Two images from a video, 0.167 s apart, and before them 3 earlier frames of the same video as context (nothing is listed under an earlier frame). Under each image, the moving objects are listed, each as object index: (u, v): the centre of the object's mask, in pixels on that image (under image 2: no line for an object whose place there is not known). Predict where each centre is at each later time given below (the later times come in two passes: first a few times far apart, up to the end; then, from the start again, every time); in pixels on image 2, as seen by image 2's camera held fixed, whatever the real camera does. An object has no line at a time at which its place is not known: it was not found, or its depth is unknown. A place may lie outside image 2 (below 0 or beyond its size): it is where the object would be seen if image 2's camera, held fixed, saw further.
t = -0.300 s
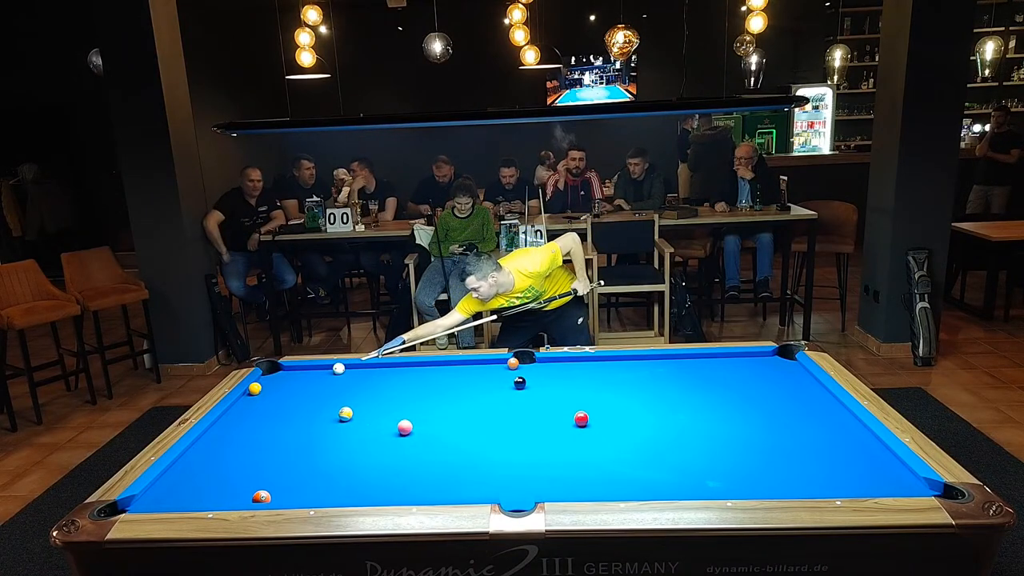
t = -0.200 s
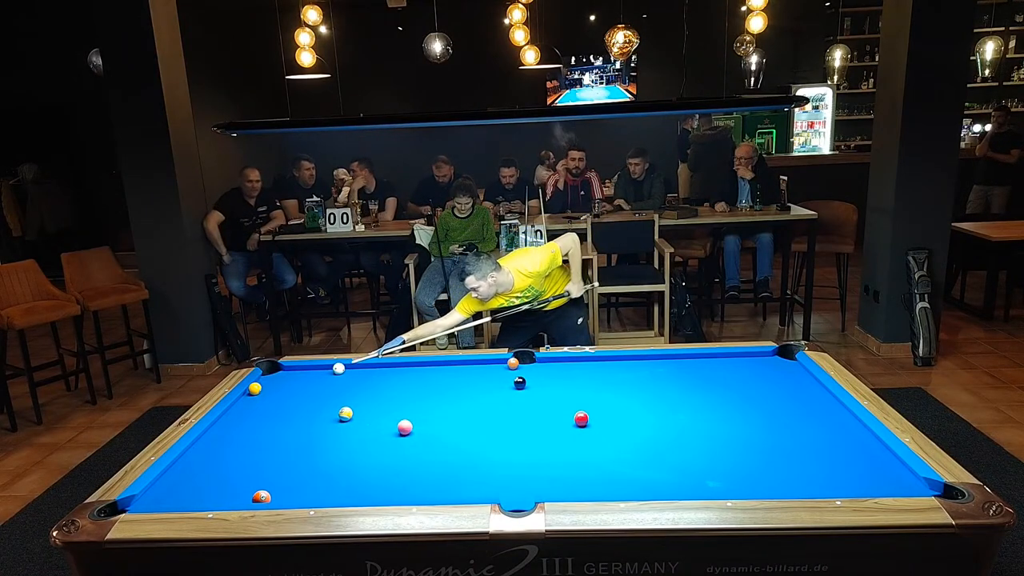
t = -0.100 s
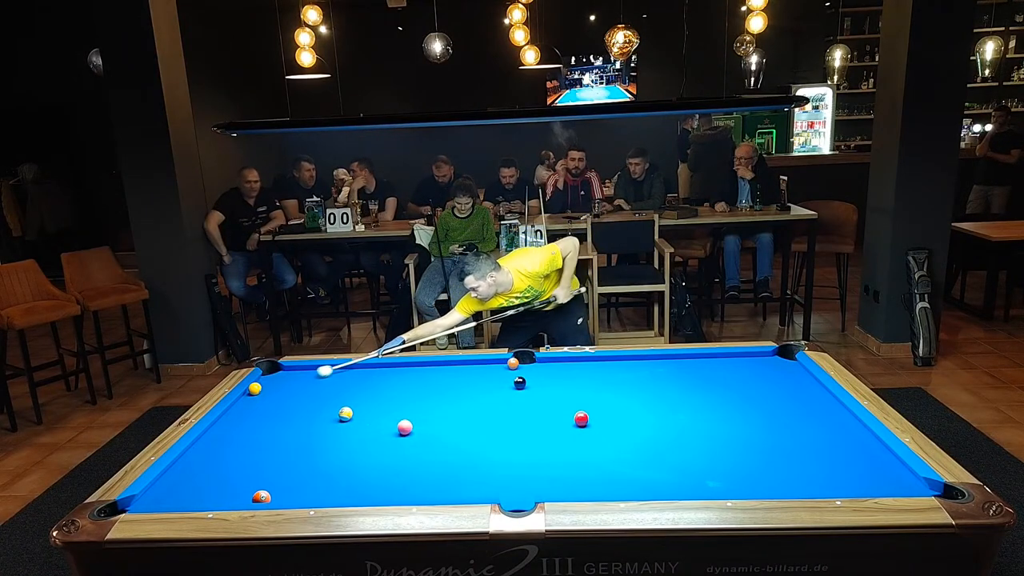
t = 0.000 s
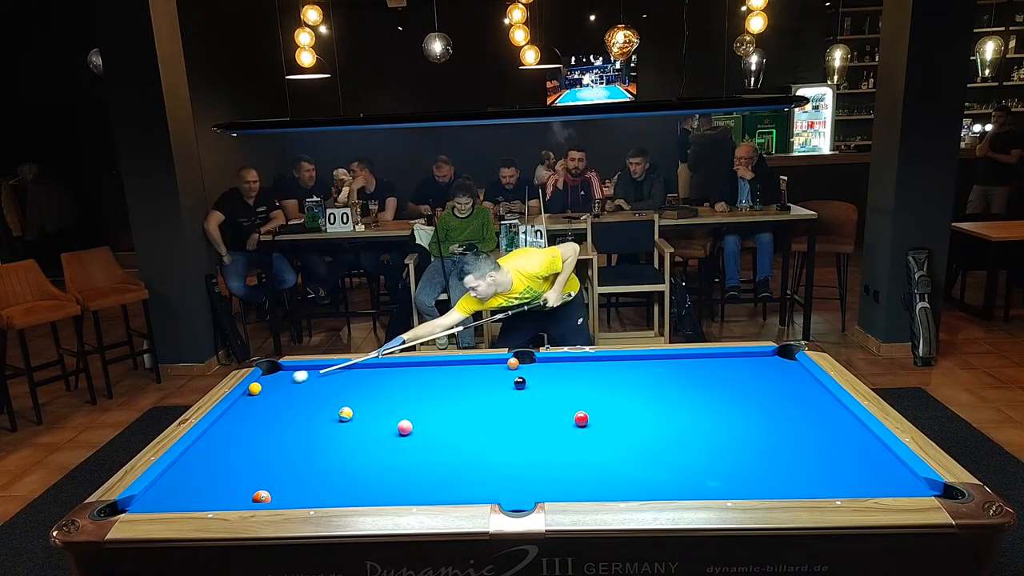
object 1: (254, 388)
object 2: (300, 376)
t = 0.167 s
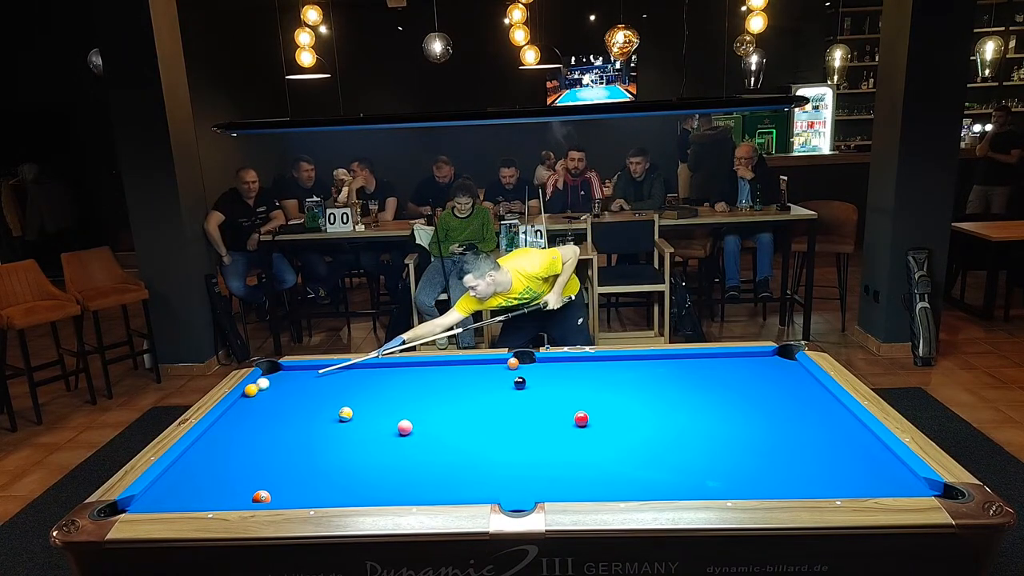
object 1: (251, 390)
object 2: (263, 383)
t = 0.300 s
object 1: (252, 395)
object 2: (265, 382)
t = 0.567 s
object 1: (257, 404)
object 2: (283, 379)
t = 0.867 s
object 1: (263, 414)
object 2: (301, 376)
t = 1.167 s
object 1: (268, 424)
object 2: (318, 374)
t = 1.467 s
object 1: (273, 435)
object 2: (332, 371)
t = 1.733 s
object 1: (278, 444)
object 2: (344, 369)
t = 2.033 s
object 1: (283, 454)
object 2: (356, 368)
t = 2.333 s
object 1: (288, 464)
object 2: (365, 366)
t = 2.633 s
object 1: (293, 474)
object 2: (372, 366)
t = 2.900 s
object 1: (297, 483)
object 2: (376, 367)
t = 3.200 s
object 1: (301, 492)
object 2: (379, 367)
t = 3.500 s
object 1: (307, 496)
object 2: (381, 368)
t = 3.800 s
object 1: (314, 494)
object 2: (382, 368)
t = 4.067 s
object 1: (319, 491)
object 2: (382, 368)
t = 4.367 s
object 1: (323, 490)
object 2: (382, 368)
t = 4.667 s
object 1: (325, 488)
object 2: (382, 368)
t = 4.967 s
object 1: (326, 488)
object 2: (382, 368)
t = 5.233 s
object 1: (326, 488)
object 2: (382, 368)
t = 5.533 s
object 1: (326, 488)
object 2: (382, 368)
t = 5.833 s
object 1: (326, 488)
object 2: (382, 368)
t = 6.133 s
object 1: (325, 488)
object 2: (382, 368)
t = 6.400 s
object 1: (326, 488)
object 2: (382, 368)
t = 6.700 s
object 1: (326, 488)
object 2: (382, 368)
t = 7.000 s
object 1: (326, 488)
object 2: (382, 368)
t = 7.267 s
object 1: (325, 488)
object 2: (382, 368)
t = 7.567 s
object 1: (325, 488)
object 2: (382, 368)
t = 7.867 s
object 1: (326, 488)
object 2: (382, 368)
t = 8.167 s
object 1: (326, 488)
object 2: (382, 368)
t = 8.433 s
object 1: (325, 488)
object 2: (382, 368)
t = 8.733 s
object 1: (325, 488)
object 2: (382, 368)
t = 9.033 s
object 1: (325, 488)
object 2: (382, 368)
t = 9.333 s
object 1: (325, 488)
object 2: (382, 368)
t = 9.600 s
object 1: (325, 488)
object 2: (382, 368)
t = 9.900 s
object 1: (325, 488)
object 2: (382, 368)
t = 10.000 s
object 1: (325, 488)
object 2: (382, 368)
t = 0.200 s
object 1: (250, 392)
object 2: (259, 383)
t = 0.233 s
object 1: (251, 393)
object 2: (259, 382)
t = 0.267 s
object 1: (252, 394)
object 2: (262, 382)
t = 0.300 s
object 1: (252, 395)
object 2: (265, 382)
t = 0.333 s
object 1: (253, 396)
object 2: (267, 381)
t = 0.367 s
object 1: (254, 397)
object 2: (270, 381)
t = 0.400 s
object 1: (254, 398)
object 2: (272, 381)
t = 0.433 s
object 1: (255, 400)
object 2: (274, 380)
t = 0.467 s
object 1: (256, 401)
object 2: (276, 380)
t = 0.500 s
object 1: (256, 402)
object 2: (279, 380)
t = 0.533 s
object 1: (257, 403)
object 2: (281, 379)
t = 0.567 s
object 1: (257, 404)
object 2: (283, 379)
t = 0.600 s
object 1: (258, 405)
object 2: (285, 379)
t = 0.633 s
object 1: (259, 406)
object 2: (287, 378)
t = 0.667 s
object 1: (259, 407)
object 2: (289, 378)
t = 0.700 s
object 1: (260, 408)
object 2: (291, 378)
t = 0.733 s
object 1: (260, 410)
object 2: (293, 377)
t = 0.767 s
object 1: (261, 411)
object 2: (295, 377)
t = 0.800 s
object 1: (261, 412)
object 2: (297, 377)
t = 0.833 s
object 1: (262, 413)
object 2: (299, 377)
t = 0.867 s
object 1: (263, 414)
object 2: (301, 376)
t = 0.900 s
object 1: (263, 415)
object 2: (303, 376)
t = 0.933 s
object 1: (264, 416)
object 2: (305, 376)
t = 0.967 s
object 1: (264, 417)
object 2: (307, 375)
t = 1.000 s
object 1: (265, 419)
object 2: (309, 375)
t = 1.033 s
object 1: (266, 420)
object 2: (311, 375)
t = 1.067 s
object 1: (266, 421)
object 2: (312, 375)
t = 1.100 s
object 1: (267, 422)
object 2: (314, 374)
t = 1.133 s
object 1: (267, 423)
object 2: (316, 374)
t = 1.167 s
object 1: (268, 424)
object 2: (318, 374)
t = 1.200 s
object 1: (269, 425)
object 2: (319, 373)
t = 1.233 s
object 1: (269, 427)
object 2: (321, 373)
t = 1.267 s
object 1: (270, 428)
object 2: (323, 373)
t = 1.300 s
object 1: (270, 429)
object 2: (324, 372)
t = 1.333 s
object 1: (271, 430)
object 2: (326, 372)
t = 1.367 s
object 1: (271, 431)
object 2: (328, 372)
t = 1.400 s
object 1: (272, 432)
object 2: (329, 372)
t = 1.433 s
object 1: (273, 434)
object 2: (331, 371)
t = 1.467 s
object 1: (273, 435)
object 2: (332, 371)
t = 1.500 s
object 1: (274, 436)
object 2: (334, 371)
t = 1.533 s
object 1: (275, 437)
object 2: (335, 371)
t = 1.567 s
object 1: (275, 438)
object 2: (337, 370)
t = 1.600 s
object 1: (276, 439)
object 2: (338, 370)
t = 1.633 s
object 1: (276, 440)
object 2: (340, 370)
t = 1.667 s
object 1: (277, 441)
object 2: (341, 370)
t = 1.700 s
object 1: (277, 443)
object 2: (343, 370)
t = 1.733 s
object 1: (278, 444)
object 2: (344, 369)
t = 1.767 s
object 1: (279, 445)
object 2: (345, 369)
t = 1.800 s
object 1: (279, 446)
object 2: (347, 369)
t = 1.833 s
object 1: (280, 447)
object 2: (348, 369)
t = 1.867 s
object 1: (280, 448)
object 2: (349, 369)
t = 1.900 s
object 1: (281, 449)
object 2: (351, 368)
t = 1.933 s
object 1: (282, 451)
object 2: (352, 368)
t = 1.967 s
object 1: (282, 452)
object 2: (353, 368)
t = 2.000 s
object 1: (283, 453)
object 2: (354, 368)
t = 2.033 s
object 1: (283, 454)
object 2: (356, 368)
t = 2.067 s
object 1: (284, 455)
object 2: (357, 367)
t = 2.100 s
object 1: (285, 456)
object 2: (358, 367)
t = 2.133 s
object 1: (285, 458)
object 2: (359, 367)
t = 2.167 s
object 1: (286, 459)
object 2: (360, 367)
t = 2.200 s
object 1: (286, 460)
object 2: (361, 367)
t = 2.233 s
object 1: (287, 461)
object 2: (362, 367)
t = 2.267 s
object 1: (287, 462)
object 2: (363, 366)
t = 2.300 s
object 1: (288, 463)
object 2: (364, 366)
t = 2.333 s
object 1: (288, 464)
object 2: (365, 366)
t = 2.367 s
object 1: (289, 465)
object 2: (367, 366)
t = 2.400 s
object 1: (290, 467)
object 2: (367, 366)
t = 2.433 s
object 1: (290, 468)
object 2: (368, 366)
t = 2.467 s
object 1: (291, 469)
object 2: (369, 366)
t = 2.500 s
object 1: (291, 470)
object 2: (369, 366)
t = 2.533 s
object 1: (292, 471)
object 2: (370, 366)
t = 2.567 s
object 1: (292, 472)
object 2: (370, 366)
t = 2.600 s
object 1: (293, 473)
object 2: (371, 366)
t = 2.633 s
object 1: (293, 474)
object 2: (372, 366)
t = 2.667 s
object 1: (294, 476)
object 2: (372, 366)
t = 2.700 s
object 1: (294, 476)
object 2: (373, 367)
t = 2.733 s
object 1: (295, 477)
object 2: (373, 367)
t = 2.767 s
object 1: (295, 479)
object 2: (374, 367)
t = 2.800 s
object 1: (296, 480)
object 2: (374, 367)
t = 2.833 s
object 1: (296, 481)
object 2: (375, 367)
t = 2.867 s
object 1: (297, 482)
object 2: (375, 367)
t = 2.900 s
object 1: (297, 483)
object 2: (376, 367)
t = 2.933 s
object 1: (298, 484)
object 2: (376, 367)
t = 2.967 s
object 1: (298, 485)
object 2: (376, 367)
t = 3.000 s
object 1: (298, 486)
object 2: (377, 367)
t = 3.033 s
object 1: (299, 487)
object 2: (377, 367)
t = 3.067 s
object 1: (299, 488)
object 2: (377, 367)
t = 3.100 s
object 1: (300, 489)
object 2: (378, 367)
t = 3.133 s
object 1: (300, 490)
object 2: (378, 367)
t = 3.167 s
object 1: (301, 491)
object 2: (378, 367)
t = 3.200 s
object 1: (301, 492)
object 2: (379, 367)
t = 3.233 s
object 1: (302, 492)
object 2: (379, 367)
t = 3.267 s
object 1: (303, 493)
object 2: (379, 367)
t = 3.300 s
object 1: (303, 493)
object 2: (379, 367)
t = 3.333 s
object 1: (304, 494)
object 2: (380, 368)
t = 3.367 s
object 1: (304, 495)
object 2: (380, 368)
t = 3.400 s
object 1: (305, 495)
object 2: (380, 368)
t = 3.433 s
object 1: (305, 496)
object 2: (380, 368)
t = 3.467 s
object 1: (306, 496)
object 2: (381, 368)
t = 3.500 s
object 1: (307, 496)
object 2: (381, 368)
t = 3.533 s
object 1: (308, 496)
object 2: (381, 368)
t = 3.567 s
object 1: (308, 495)
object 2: (381, 368)
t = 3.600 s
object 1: (309, 495)
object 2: (381, 368)
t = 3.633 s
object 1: (310, 495)
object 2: (381, 368)
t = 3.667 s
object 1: (311, 494)
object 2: (382, 368)
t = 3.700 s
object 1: (312, 494)
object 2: (382, 368)
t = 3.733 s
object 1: (312, 494)
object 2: (382, 368)
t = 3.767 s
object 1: (313, 494)
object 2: (382, 368)
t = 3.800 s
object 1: (314, 494)
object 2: (382, 368)
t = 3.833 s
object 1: (314, 493)
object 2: (382, 368)
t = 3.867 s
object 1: (315, 493)
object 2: (382, 368)
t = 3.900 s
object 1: (316, 493)
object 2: (382, 368)
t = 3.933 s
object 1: (316, 492)
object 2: (382, 368)
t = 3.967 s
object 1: (317, 492)
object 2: (382, 368)
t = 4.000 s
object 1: (318, 492)
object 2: (382, 368)
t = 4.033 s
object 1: (318, 492)
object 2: (382, 368)
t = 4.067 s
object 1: (319, 491)
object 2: (382, 368)
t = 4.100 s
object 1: (319, 491)
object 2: (382, 368)
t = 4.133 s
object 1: (320, 491)
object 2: (382, 368)
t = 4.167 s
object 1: (320, 491)
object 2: (382, 368)
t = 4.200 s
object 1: (321, 490)
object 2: (382, 368)
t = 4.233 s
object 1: (321, 490)
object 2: (382, 368)
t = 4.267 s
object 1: (321, 490)
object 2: (382, 368)
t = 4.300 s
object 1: (322, 490)
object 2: (382, 368)
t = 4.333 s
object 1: (322, 490)
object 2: (382, 368)
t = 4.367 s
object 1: (323, 490)
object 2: (382, 368)
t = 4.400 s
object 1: (323, 489)
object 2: (382, 368)
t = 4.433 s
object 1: (324, 489)
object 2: (382, 368)
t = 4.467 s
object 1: (324, 489)
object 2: (382, 368)
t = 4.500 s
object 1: (324, 488)
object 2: (382, 368)
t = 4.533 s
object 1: (324, 488)
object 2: (382, 368)
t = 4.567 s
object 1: (324, 488)
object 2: (382, 368)
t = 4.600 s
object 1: (325, 488)
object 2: (382, 368)
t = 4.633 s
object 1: (325, 488)
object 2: (382, 368)
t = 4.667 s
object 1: (325, 488)
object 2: (382, 368)
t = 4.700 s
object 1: (325, 488)
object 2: (382, 368)
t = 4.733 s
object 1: (325, 488)
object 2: (382, 368)
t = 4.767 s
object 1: (325, 488)
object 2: (382, 368)
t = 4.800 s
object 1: (325, 488)
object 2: (382, 368)
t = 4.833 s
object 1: (325, 488)
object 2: (382, 368)
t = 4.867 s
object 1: (325, 487)
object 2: (382, 368)
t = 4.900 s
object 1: (325, 487)
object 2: (382, 368)
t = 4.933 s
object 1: (325, 487)
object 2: (382, 368)
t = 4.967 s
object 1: (326, 488)
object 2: (382, 368)
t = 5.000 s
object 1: (326, 488)
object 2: (382, 368)
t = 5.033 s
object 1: (326, 488)
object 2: (382, 368)
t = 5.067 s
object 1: (325, 487)
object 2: (382, 368)
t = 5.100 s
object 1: (325, 488)
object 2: (382, 368)
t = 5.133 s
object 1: (326, 487)
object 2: (382, 368)
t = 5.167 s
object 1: (326, 488)
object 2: (382, 368)
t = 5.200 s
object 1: (326, 488)
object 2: (382, 368)
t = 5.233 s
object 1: (326, 488)
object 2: (382, 368)
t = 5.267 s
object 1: (326, 488)
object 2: (382, 368)
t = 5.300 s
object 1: (326, 488)
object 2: (382, 368)
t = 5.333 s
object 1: (325, 487)
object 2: (382, 368)
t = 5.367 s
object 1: (326, 488)
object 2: (382, 368)
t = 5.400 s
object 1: (326, 488)
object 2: (382, 368)
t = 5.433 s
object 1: (325, 488)
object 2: (382, 368)
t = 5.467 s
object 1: (326, 488)
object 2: (382, 368)
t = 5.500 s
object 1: (326, 488)
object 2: (382, 368)
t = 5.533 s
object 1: (326, 488)
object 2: (382, 368)
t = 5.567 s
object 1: (326, 488)
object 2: (382, 368)
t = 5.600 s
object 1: (325, 488)
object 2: (382, 368)
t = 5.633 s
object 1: (325, 488)
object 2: (382, 368)
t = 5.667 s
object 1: (325, 488)
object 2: (382, 368)
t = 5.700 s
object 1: (325, 488)
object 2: (382, 368)
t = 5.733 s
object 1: (326, 488)
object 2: (382, 368)
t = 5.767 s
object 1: (326, 488)
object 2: (382, 368)
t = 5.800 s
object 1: (326, 488)
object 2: (382, 368)
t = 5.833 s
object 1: (326, 488)
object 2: (382, 368)
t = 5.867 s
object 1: (326, 488)
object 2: (382, 368)
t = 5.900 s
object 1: (326, 488)
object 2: (382, 368)
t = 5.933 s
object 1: (325, 488)
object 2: (382, 368)
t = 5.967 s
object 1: (325, 488)
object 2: (382, 368)
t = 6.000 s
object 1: (326, 488)
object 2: (382, 368)
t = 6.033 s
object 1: (325, 488)
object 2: (382, 368)
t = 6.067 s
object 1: (326, 488)
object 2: (382, 368)
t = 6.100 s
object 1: (325, 488)
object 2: (382, 368)
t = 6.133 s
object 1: (325, 488)
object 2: (382, 368)
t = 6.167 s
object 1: (325, 488)
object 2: (382, 368)
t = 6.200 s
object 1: (326, 488)
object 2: (382, 368)
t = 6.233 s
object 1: (326, 488)
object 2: (382, 368)
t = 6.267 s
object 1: (326, 488)
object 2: (382, 368)
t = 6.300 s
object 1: (325, 488)
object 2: (382, 368)
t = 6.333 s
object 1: (325, 488)
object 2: (382, 368)
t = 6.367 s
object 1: (326, 488)
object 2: (382, 368)
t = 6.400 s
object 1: (326, 488)
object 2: (382, 368)
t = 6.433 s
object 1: (325, 488)
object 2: (382, 368)
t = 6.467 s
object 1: (325, 488)
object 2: (382, 368)
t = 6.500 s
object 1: (325, 488)
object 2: (382, 368)
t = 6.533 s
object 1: (326, 488)
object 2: (382, 368)
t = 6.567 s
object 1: (325, 488)
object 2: (382, 368)
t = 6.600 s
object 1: (326, 488)
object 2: (382, 368)
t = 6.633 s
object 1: (326, 488)
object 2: (382, 368)
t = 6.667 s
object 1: (325, 488)
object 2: (382, 368)
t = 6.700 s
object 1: (326, 488)
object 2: (382, 368)
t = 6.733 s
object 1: (325, 488)
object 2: (382, 368)
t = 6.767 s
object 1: (326, 488)
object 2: (382, 368)
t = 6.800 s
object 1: (325, 488)
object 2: (382, 368)
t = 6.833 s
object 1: (326, 488)
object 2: (382, 368)
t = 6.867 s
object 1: (326, 488)
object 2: (382, 368)
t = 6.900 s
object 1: (326, 488)
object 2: (382, 368)
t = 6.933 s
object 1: (326, 488)
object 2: (382, 368)
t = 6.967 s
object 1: (326, 488)
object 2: (382, 368)
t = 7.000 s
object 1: (326, 488)
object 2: (382, 368)
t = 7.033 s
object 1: (326, 488)
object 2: (382, 368)
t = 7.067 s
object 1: (326, 488)
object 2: (382, 368)
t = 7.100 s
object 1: (326, 488)
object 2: (382, 368)
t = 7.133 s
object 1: (326, 488)
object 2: (382, 368)
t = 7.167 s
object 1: (326, 488)
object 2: (382, 368)
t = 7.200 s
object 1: (326, 488)
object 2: (382, 368)
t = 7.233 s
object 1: (326, 488)
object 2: (382, 368)
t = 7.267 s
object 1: (325, 488)
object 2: (382, 368)
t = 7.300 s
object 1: (325, 488)
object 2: (382, 368)
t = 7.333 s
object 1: (326, 488)
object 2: (382, 368)
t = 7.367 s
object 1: (325, 488)
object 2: (382, 368)
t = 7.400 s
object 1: (326, 488)
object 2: (382, 368)
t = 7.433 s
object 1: (326, 488)
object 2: (382, 368)
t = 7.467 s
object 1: (325, 488)
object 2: (382, 368)
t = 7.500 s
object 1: (325, 488)
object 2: (382, 368)
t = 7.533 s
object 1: (325, 488)
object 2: (382, 368)
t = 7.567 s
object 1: (325, 488)
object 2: (382, 368)
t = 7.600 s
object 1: (325, 488)
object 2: (382, 368)
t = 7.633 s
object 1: (325, 488)
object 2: (382, 368)
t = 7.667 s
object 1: (325, 488)
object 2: (382, 368)
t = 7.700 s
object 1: (325, 488)
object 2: (382, 368)
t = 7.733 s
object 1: (325, 488)
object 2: (382, 368)
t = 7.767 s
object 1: (326, 488)
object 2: (382, 368)
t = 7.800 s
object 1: (325, 488)
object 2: (382, 368)
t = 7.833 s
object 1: (325, 488)
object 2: (382, 368)
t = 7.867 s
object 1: (326, 488)
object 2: (382, 368)
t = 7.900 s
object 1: (326, 488)
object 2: (382, 368)
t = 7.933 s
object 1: (325, 488)
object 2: (382, 368)
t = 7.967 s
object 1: (325, 488)
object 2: (382, 368)
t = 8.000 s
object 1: (326, 488)
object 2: (382, 368)
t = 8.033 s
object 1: (326, 488)
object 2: (382, 368)
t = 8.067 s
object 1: (326, 488)
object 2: (382, 368)
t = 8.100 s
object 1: (326, 488)
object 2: (382, 368)
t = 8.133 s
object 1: (326, 488)
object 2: (382, 368)
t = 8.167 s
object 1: (326, 488)
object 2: (382, 368)
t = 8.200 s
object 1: (325, 488)
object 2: (382, 368)
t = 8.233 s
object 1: (325, 488)
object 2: (382, 368)
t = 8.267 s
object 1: (325, 488)
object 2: (382, 368)
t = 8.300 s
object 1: (325, 488)
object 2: (382, 368)
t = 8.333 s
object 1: (325, 488)
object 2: (382, 368)
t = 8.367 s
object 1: (325, 488)
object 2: (382, 368)
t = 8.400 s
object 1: (325, 488)
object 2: (382, 368)
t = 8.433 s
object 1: (325, 488)
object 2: (382, 368)
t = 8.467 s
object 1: (325, 488)
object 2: (382, 368)
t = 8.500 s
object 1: (325, 488)
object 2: (382, 368)
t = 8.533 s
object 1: (325, 488)
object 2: (382, 368)
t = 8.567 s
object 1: (325, 488)
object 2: (382, 368)
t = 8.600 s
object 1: (326, 488)
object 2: (382, 368)
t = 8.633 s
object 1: (325, 488)
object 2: (382, 368)
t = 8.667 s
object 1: (325, 488)
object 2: (382, 368)
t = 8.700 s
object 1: (325, 488)
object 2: (382, 368)
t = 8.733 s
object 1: (325, 488)
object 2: (382, 368)
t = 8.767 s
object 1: (325, 488)
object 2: (382, 368)
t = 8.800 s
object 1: (325, 488)
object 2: (382, 368)
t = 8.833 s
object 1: (325, 488)
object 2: (382, 368)
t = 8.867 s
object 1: (325, 488)
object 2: (382, 368)
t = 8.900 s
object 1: (325, 488)
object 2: (382, 368)
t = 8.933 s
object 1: (325, 488)
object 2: (382, 368)
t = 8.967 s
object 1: (325, 488)
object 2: (382, 368)
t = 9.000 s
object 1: (325, 488)
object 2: (382, 368)
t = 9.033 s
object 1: (325, 488)
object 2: (382, 368)
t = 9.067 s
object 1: (325, 488)
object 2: (382, 368)
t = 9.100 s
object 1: (325, 488)
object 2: (382, 368)
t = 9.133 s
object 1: (325, 488)
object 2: (382, 368)
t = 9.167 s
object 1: (326, 488)
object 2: (382, 368)
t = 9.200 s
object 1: (325, 488)
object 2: (382, 368)
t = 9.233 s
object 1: (325, 488)
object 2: (382, 368)
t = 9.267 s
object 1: (325, 488)
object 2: (382, 368)
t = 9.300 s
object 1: (325, 488)
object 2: (382, 368)
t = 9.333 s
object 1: (325, 488)
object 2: (382, 368)
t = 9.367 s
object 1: (325, 488)
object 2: (382, 368)
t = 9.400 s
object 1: (325, 488)
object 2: (382, 368)
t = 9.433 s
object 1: (325, 488)
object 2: (382, 368)
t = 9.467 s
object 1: (325, 488)
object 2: (382, 368)
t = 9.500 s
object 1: (325, 488)
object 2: (382, 368)
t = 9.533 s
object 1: (325, 488)
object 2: (382, 368)
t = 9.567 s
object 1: (325, 488)
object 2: (382, 368)
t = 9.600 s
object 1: (325, 488)
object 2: (382, 368)
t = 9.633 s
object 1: (325, 488)
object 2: (382, 368)
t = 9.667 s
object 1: (325, 488)
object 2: (382, 368)
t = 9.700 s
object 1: (325, 488)
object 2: (382, 368)
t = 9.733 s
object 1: (325, 488)
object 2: (382, 368)
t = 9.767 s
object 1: (325, 488)
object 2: (382, 368)
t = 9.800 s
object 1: (325, 488)
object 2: (382, 368)
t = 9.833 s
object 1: (325, 488)
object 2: (382, 368)
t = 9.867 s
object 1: (325, 488)
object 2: (382, 368)
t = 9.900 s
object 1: (325, 488)
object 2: (382, 368)
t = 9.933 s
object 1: (325, 488)
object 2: (382, 368)
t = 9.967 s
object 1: (325, 488)
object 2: (382, 368)
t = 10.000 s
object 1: (325, 488)
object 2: (382, 368)
